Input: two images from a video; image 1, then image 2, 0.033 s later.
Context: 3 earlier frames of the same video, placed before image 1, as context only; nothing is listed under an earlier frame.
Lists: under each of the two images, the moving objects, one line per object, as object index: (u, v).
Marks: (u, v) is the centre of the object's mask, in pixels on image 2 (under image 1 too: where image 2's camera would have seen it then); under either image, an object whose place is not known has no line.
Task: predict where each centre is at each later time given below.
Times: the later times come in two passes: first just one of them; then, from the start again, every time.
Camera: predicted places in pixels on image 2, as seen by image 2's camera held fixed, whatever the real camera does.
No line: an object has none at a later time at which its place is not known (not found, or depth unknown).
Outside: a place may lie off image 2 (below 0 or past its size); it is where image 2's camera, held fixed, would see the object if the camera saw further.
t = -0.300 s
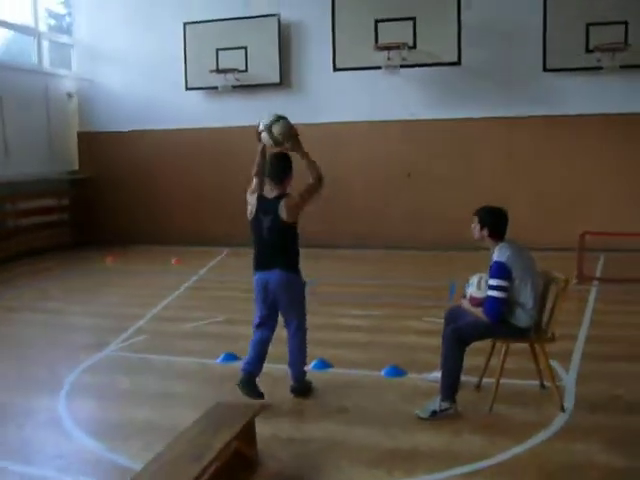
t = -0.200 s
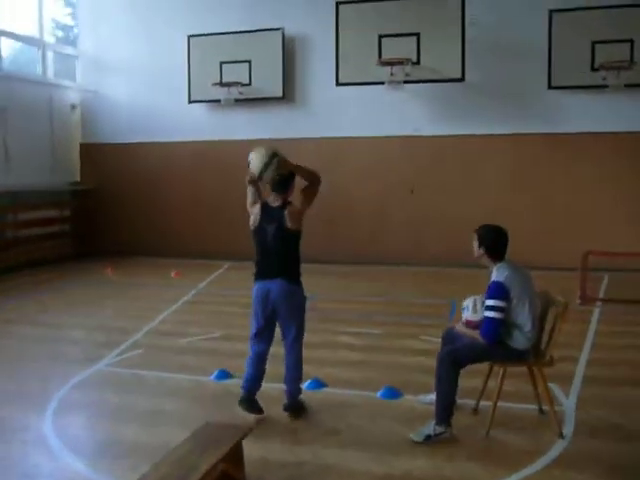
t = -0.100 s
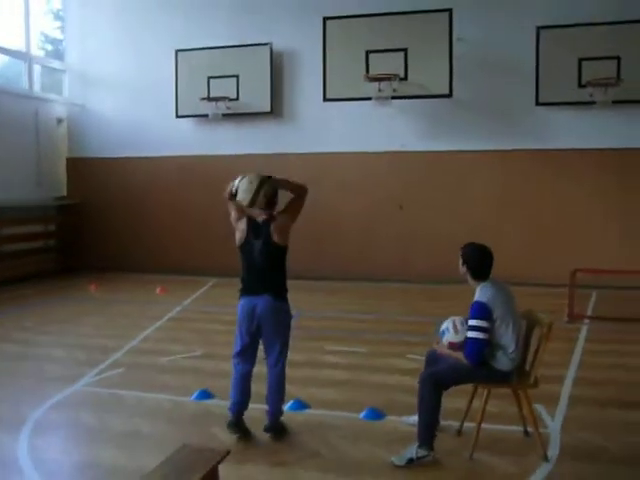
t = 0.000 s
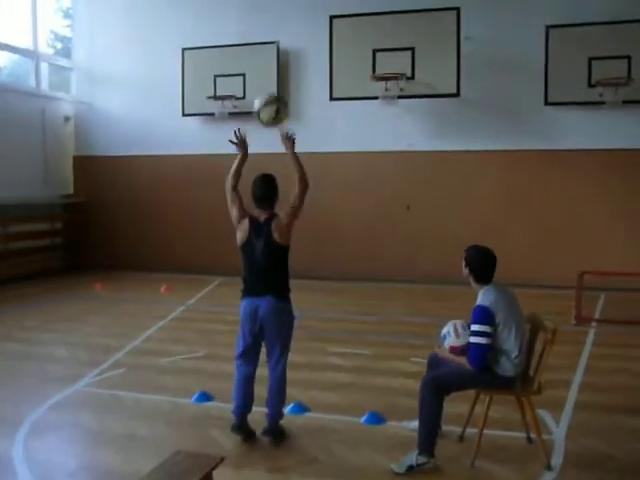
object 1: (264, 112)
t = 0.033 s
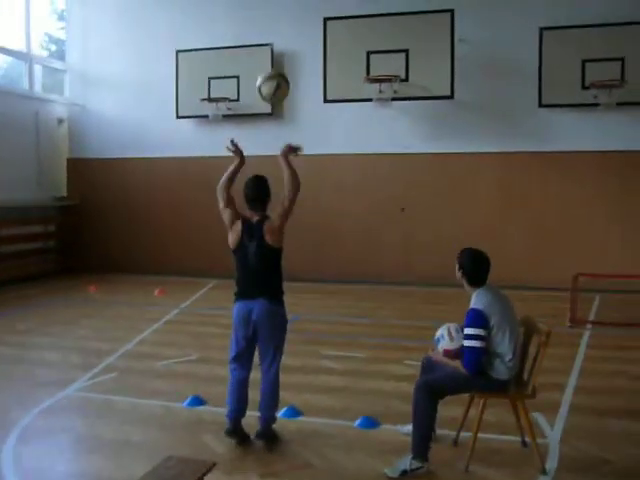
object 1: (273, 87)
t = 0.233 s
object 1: (316, -4)
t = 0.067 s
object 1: (281, 64)
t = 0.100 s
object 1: (289, 45)
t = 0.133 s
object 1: (296, 30)
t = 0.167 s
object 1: (302, 16)
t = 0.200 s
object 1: (309, 5)
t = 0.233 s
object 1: (316, -4)
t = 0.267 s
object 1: (322, -9)
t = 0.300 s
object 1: (328, -13)
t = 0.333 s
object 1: (333, -16)
